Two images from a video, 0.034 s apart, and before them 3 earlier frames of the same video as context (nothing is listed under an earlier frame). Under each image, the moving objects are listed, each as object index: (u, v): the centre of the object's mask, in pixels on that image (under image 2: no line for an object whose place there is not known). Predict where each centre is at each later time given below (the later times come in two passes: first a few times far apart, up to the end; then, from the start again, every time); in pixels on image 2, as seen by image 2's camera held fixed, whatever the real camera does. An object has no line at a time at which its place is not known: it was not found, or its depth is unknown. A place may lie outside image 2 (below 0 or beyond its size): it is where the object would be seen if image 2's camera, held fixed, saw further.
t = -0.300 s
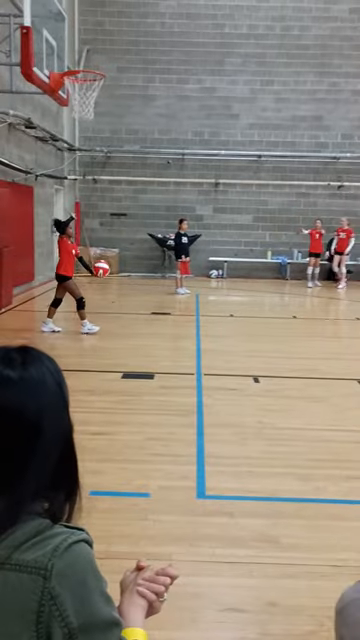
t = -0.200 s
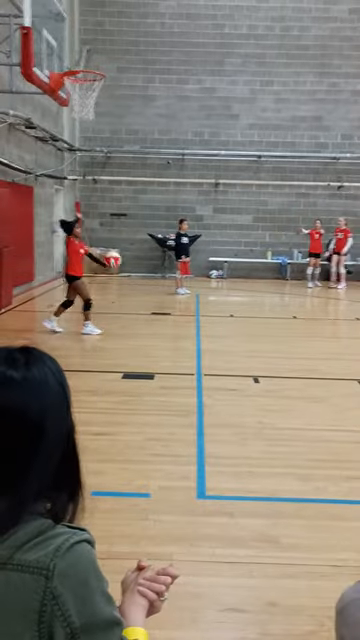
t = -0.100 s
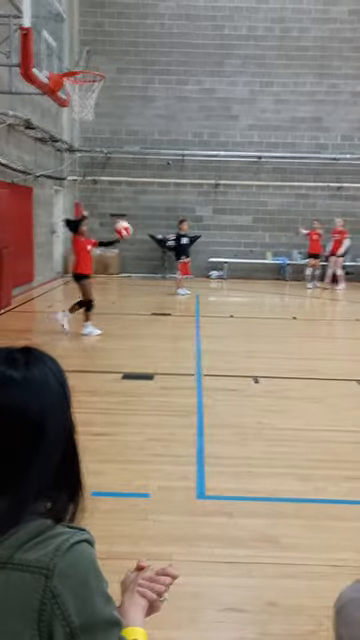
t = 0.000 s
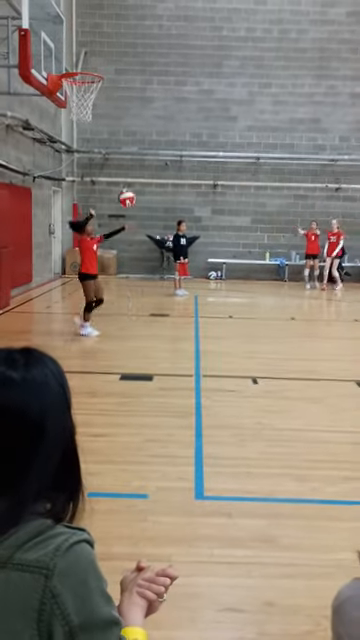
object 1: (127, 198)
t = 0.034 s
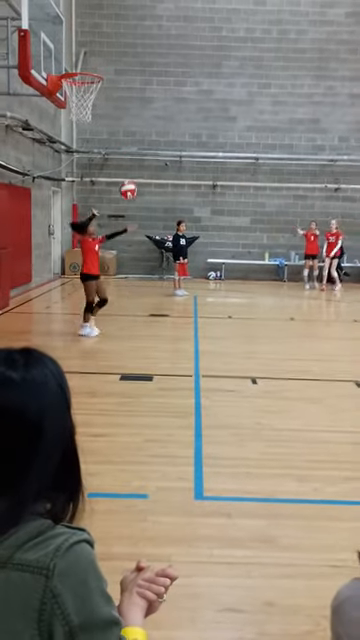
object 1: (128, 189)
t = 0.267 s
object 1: (139, 154)
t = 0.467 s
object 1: (148, 160)
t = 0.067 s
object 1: (130, 181)
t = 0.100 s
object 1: (131, 174)
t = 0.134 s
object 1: (133, 168)
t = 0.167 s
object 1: (134, 164)
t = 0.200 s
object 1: (136, 160)
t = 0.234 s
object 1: (138, 157)
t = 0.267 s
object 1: (139, 154)
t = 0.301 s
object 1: (141, 153)
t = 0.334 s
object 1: (142, 153)
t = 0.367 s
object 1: (144, 153)
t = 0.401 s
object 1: (145, 154)
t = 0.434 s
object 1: (146, 156)
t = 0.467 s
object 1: (148, 160)
